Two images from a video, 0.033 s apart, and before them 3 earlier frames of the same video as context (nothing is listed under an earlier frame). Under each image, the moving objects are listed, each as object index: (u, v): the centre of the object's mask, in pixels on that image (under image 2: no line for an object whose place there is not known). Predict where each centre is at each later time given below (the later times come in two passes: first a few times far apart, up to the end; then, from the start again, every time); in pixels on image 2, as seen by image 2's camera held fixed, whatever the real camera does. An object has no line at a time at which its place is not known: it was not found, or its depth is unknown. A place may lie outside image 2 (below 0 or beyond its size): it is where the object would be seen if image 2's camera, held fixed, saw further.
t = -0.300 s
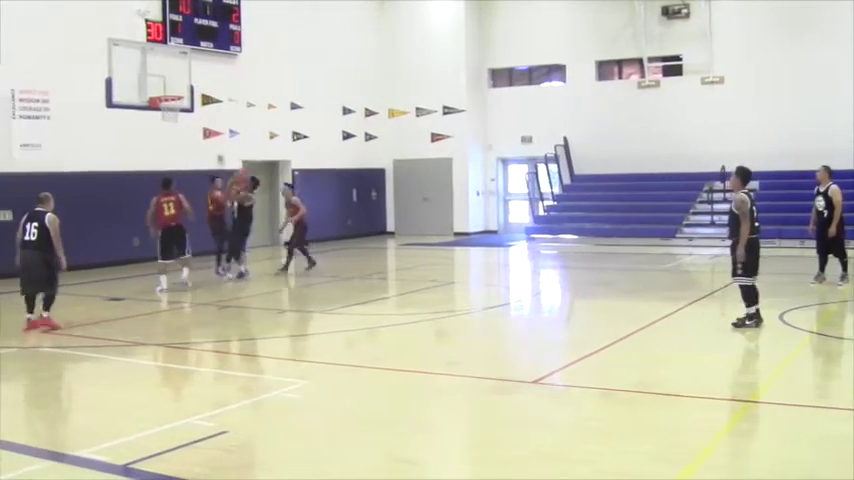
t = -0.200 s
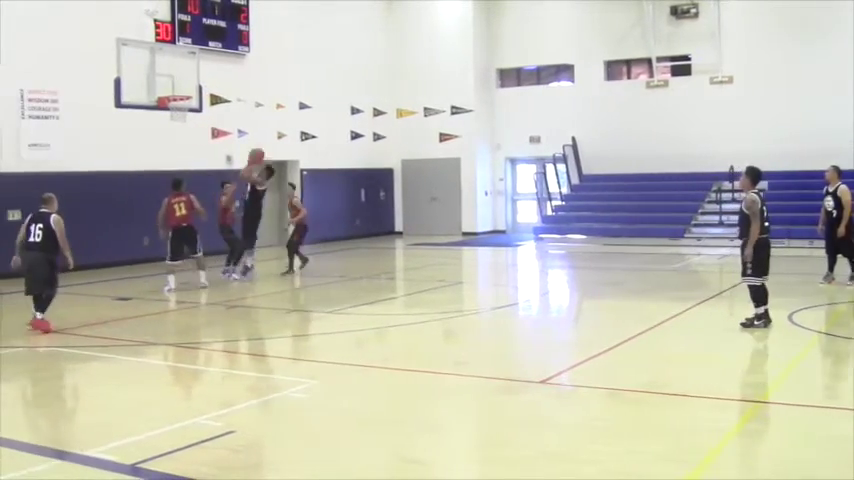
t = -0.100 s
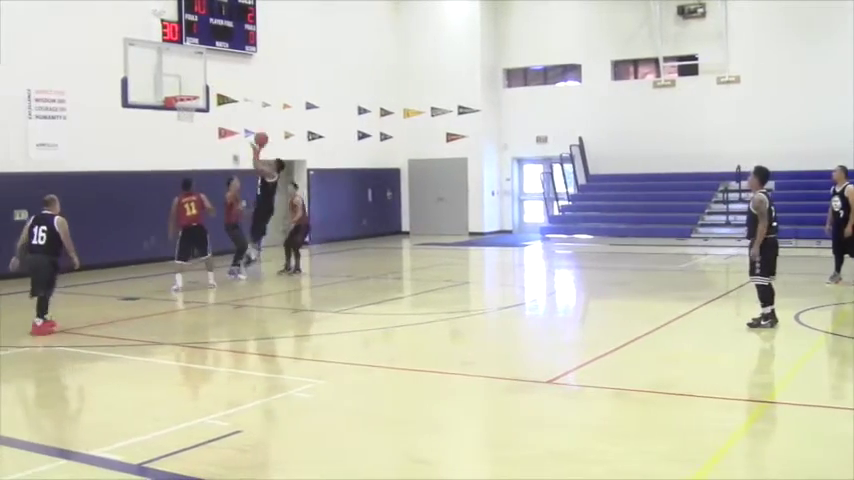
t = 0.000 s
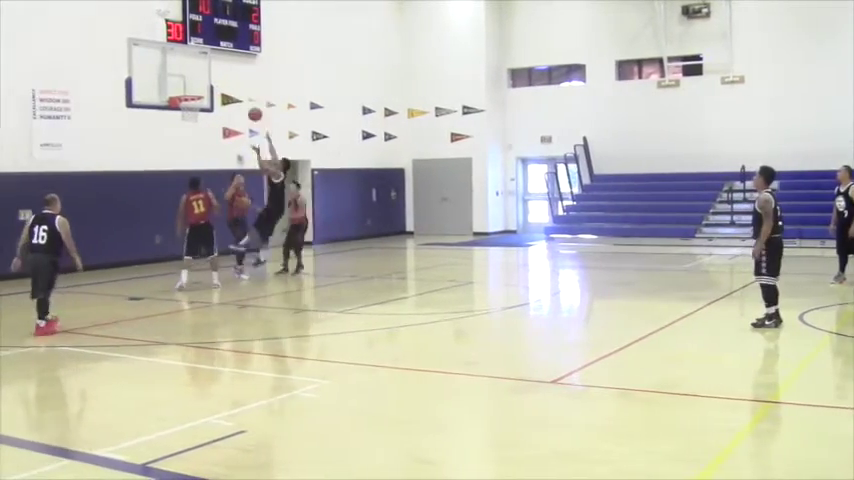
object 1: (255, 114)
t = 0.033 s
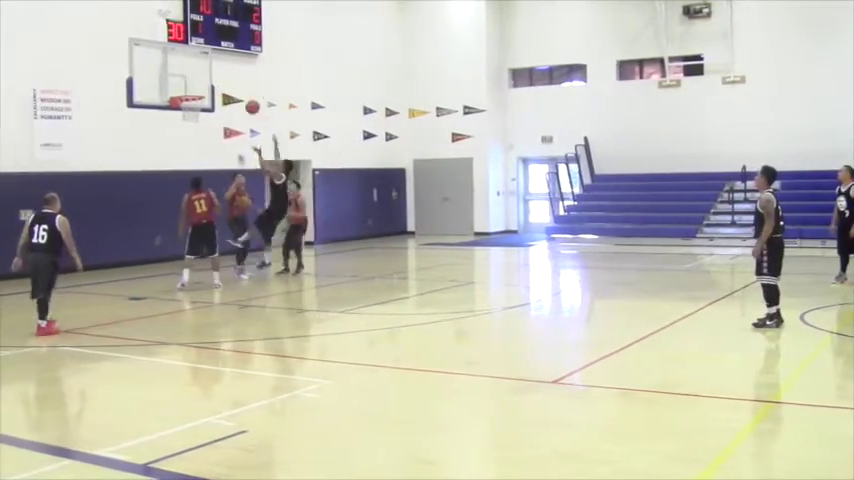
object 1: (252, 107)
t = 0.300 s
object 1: (223, 75)
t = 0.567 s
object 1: (196, 85)
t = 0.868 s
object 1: (183, 121)
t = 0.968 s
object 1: (184, 138)
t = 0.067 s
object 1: (249, 100)
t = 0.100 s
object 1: (245, 95)
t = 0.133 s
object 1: (241, 90)
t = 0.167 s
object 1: (238, 86)
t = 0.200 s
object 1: (234, 82)
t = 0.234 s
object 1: (230, 79)
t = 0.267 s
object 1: (227, 76)
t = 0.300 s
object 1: (223, 75)
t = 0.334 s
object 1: (220, 74)
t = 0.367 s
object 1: (216, 73)
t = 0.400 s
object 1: (212, 74)
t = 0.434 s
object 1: (209, 74)
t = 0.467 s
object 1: (206, 76)
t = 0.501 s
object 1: (203, 79)
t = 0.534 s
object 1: (199, 81)
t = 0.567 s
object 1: (196, 85)
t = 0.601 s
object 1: (192, 89)
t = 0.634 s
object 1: (189, 93)
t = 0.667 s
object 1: (185, 93)
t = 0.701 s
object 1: (187, 104)
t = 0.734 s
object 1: (182, 108)
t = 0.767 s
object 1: (182, 110)
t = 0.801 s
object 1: (182, 113)
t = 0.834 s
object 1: (183, 115)
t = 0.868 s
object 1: (183, 121)
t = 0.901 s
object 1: (183, 126)
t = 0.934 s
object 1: (184, 132)
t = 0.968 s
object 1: (184, 138)
